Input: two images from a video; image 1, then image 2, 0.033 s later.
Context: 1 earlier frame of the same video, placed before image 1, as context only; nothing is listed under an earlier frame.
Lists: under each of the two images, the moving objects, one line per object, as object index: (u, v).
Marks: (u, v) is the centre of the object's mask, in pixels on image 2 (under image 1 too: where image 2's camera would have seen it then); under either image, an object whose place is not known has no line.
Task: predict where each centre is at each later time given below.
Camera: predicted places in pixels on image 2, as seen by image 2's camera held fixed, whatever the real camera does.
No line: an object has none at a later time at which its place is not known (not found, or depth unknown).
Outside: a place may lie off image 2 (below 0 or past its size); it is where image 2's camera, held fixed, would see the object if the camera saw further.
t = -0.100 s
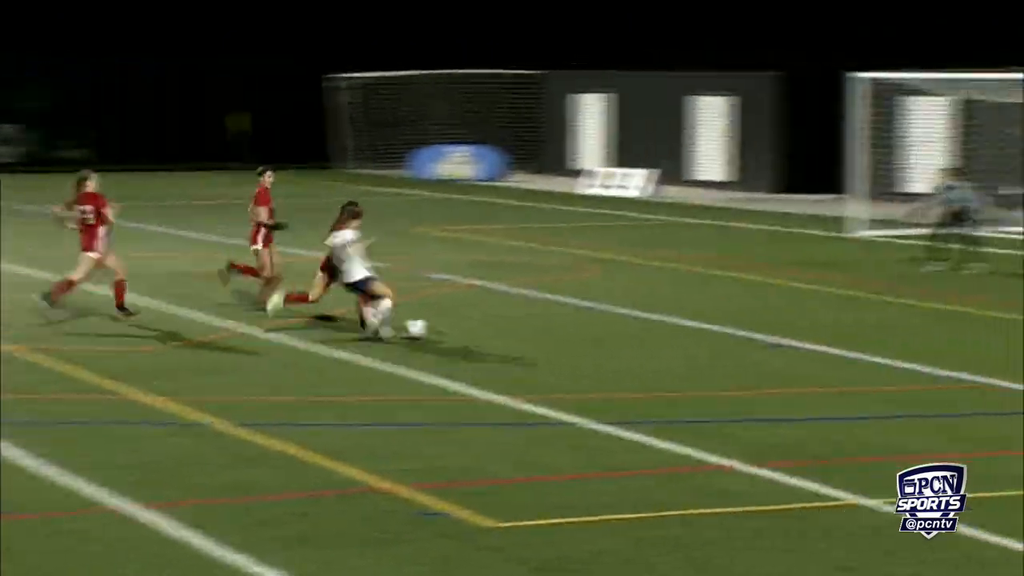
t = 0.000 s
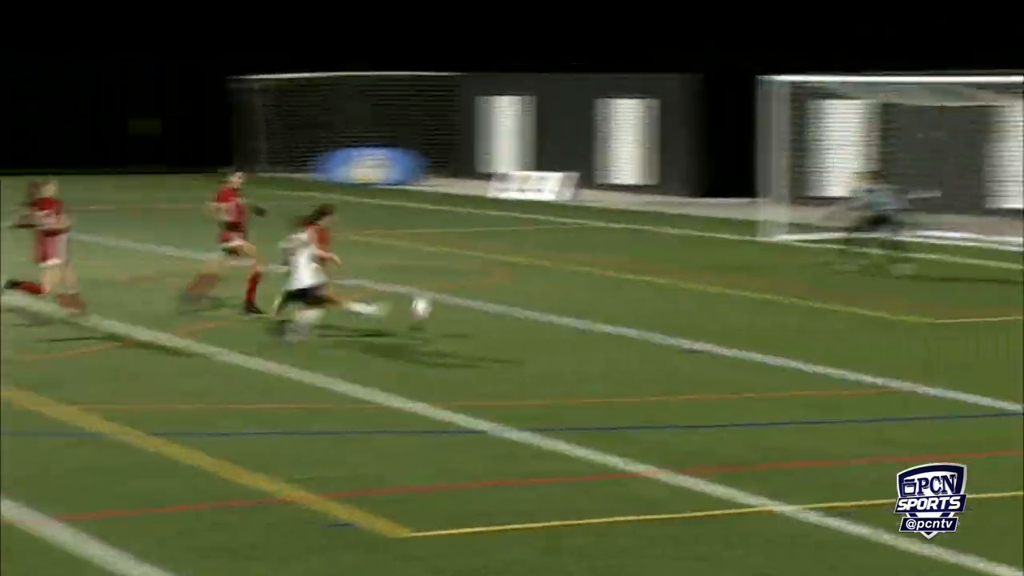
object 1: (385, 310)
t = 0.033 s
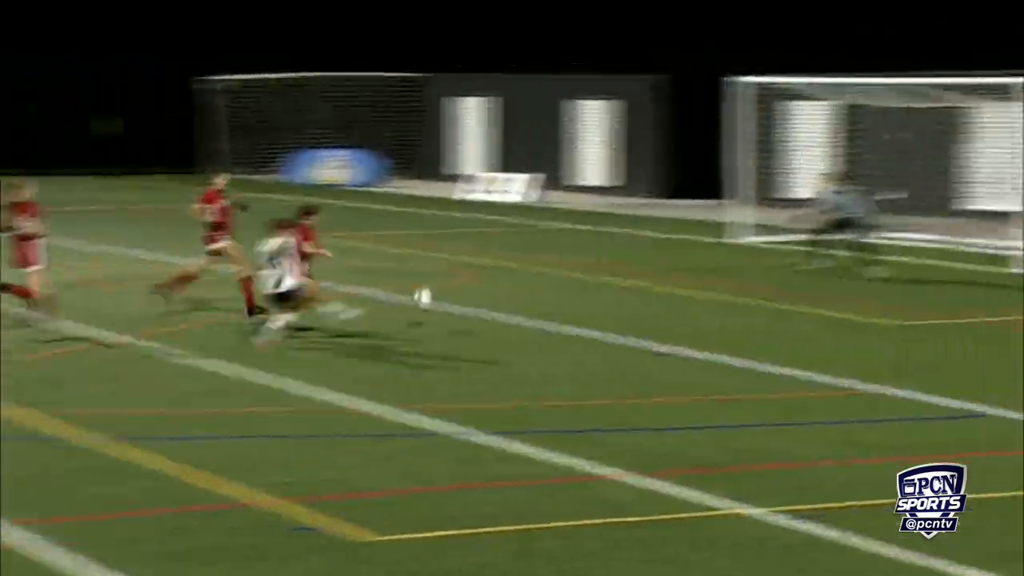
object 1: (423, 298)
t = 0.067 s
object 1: (457, 288)
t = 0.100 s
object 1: (489, 280)
